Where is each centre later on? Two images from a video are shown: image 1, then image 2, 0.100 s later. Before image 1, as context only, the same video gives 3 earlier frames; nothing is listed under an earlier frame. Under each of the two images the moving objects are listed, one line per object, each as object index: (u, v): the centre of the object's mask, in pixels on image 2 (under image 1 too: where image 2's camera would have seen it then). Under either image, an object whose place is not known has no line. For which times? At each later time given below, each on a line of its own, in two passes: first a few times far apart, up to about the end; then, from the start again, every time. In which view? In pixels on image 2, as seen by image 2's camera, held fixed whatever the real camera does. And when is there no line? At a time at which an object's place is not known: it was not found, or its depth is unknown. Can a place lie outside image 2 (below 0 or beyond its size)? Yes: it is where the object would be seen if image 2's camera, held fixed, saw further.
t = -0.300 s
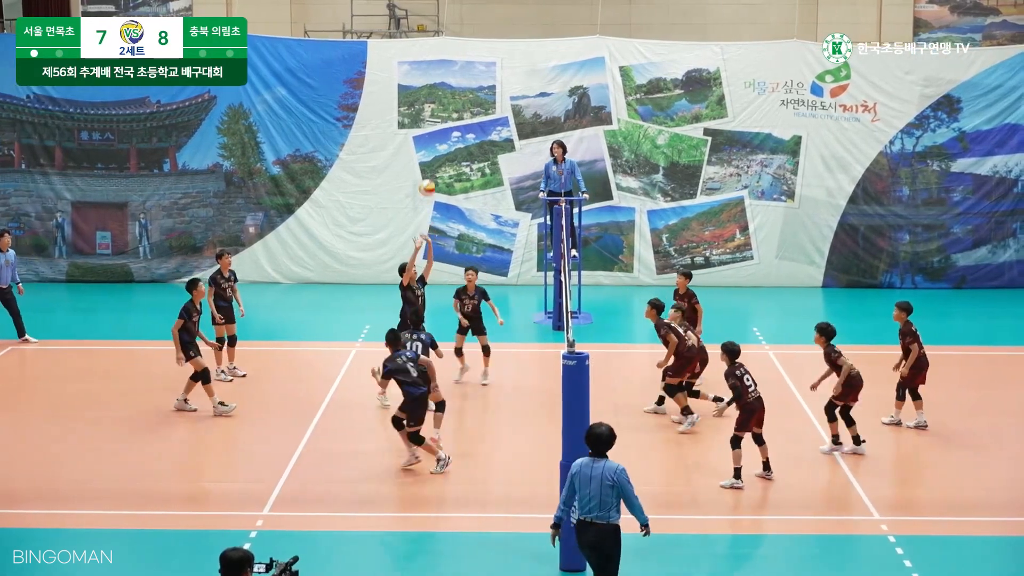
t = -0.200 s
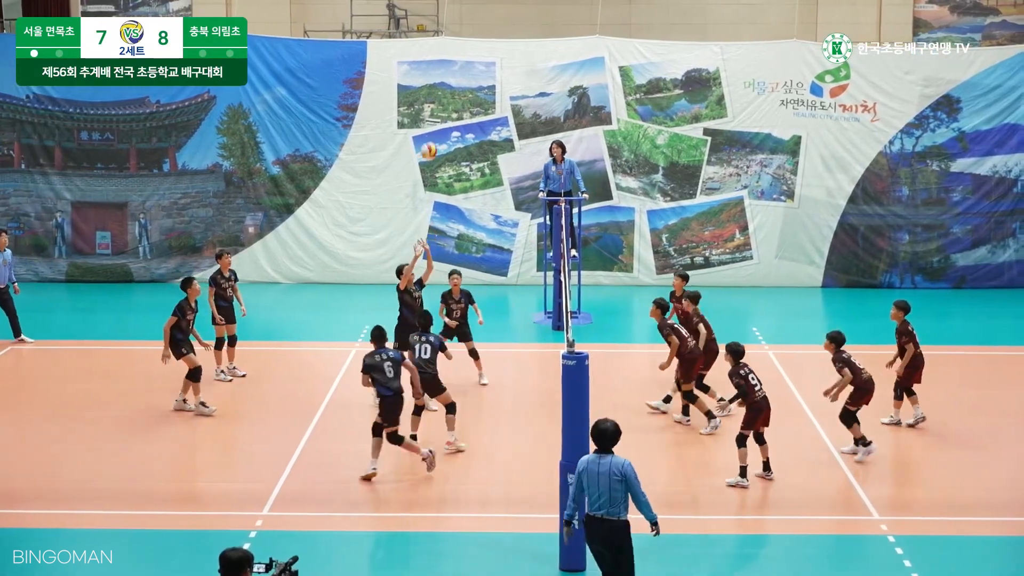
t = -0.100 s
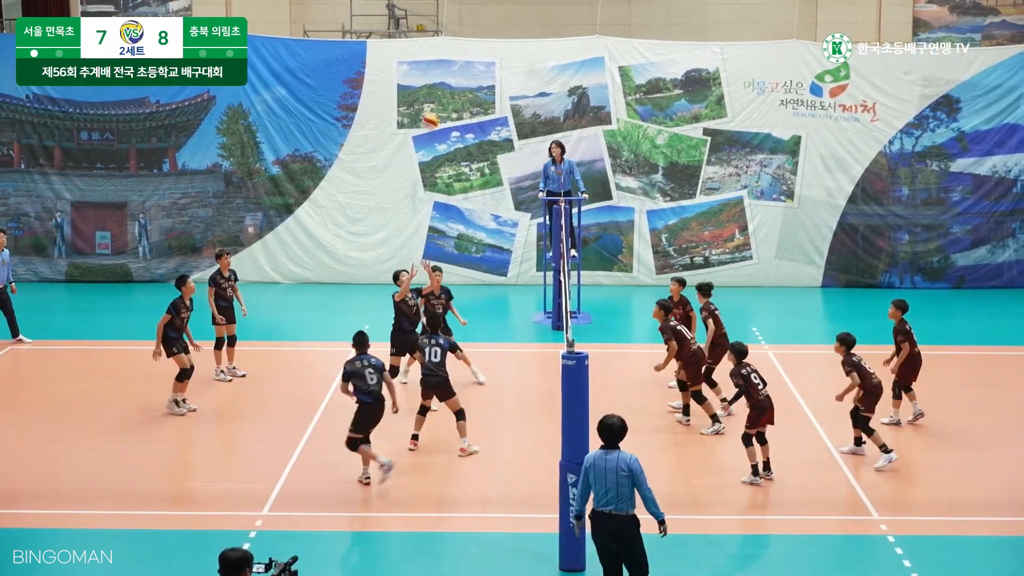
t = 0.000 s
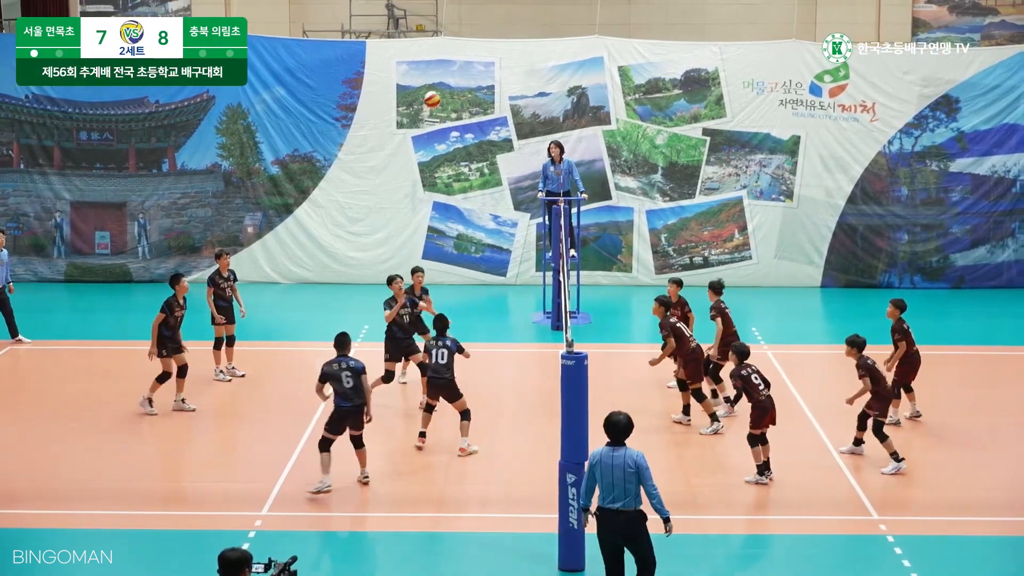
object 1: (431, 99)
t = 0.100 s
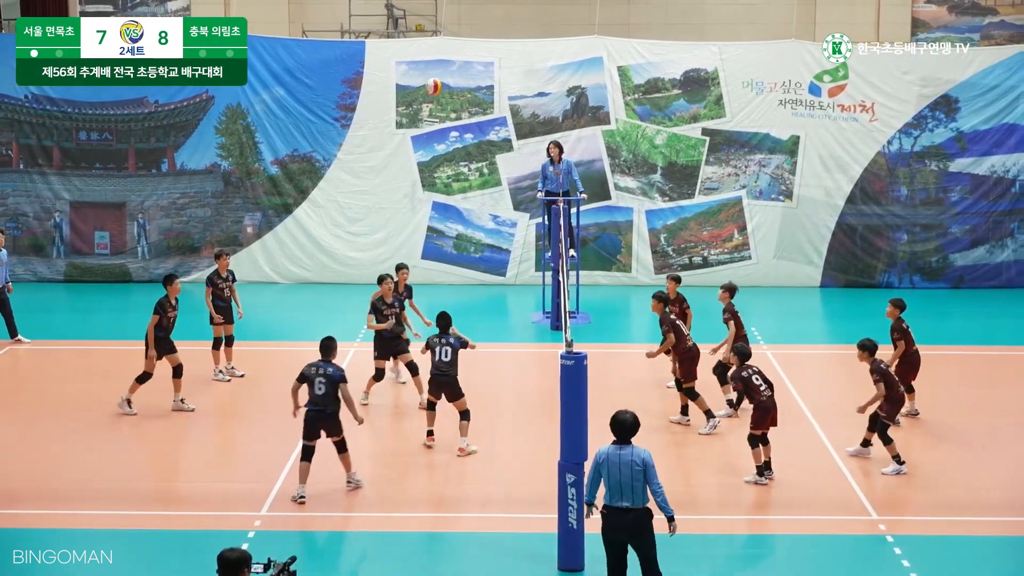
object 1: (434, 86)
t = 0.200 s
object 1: (436, 82)
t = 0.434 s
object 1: (441, 102)
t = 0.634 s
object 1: (447, 158)
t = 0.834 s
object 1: (452, 244)
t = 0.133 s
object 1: (434, 85)
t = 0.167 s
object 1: (435, 83)
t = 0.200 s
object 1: (436, 82)
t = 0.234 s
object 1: (436, 82)
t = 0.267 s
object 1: (437, 83)
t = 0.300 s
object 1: (438, 85)
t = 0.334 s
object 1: (439, 89)
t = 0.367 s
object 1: (440, 92)
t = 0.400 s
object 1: (440, 97)
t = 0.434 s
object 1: (441, 102)
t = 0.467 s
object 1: (442, 110)
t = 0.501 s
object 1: (443, 117)
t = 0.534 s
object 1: (444, 126)
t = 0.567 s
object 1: (445, 136)
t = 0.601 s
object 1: (445, 146)
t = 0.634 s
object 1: (447, 158)
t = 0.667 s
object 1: (447, 170)
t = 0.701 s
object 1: (449, 183)
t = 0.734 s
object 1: (449, 197)
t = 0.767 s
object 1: (450, 212)
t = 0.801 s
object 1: (451, 228)
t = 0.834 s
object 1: (452, 244)
